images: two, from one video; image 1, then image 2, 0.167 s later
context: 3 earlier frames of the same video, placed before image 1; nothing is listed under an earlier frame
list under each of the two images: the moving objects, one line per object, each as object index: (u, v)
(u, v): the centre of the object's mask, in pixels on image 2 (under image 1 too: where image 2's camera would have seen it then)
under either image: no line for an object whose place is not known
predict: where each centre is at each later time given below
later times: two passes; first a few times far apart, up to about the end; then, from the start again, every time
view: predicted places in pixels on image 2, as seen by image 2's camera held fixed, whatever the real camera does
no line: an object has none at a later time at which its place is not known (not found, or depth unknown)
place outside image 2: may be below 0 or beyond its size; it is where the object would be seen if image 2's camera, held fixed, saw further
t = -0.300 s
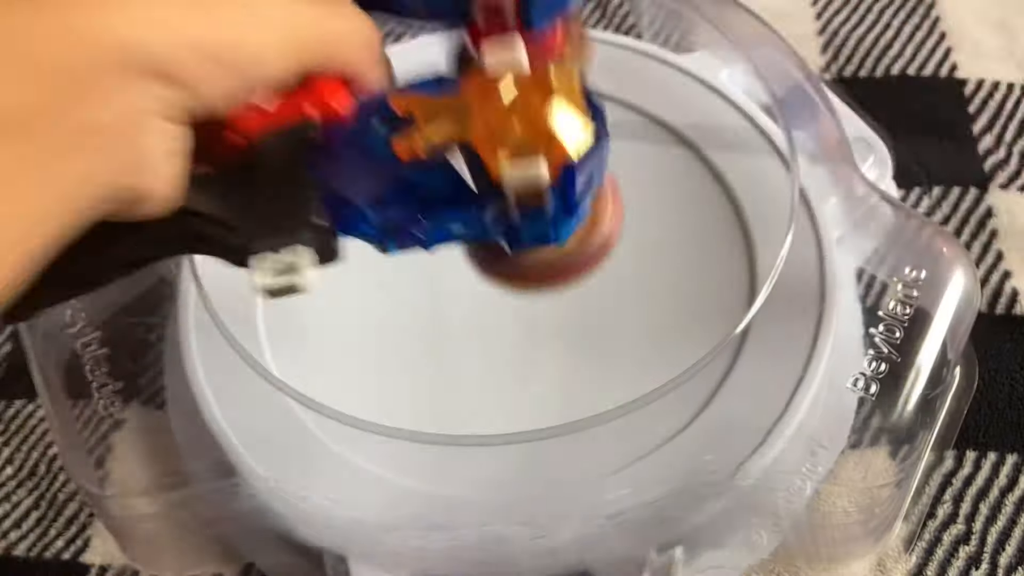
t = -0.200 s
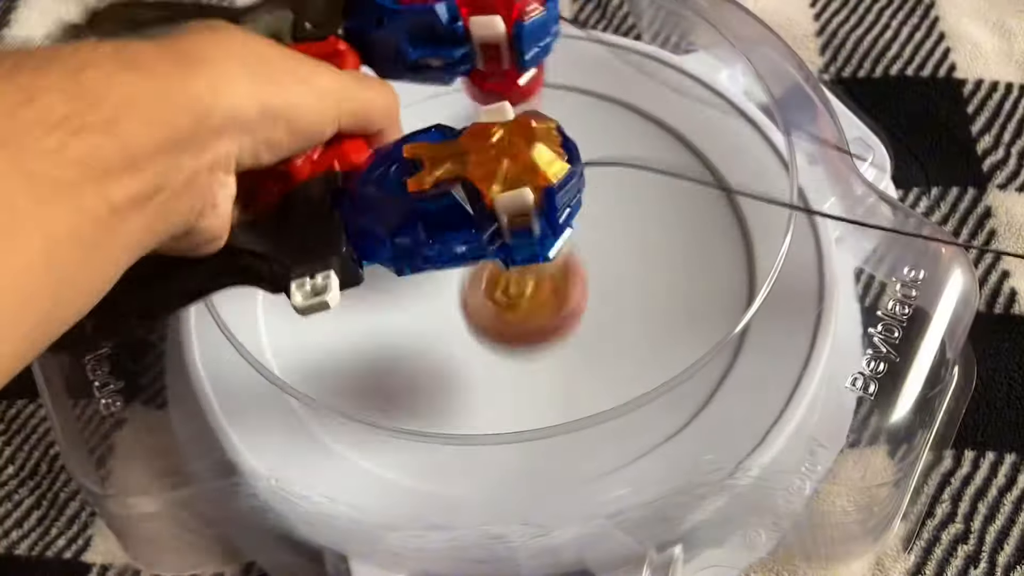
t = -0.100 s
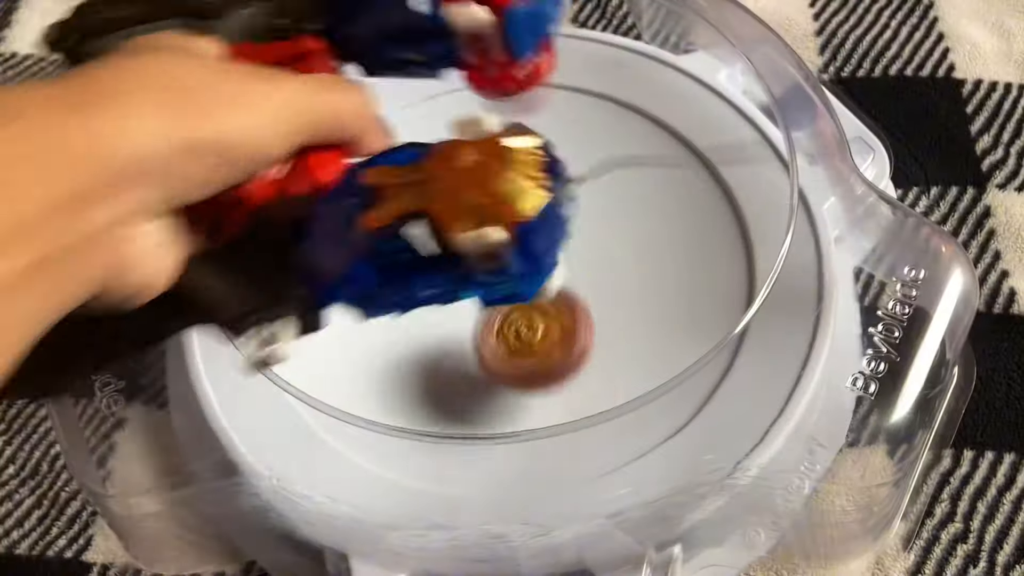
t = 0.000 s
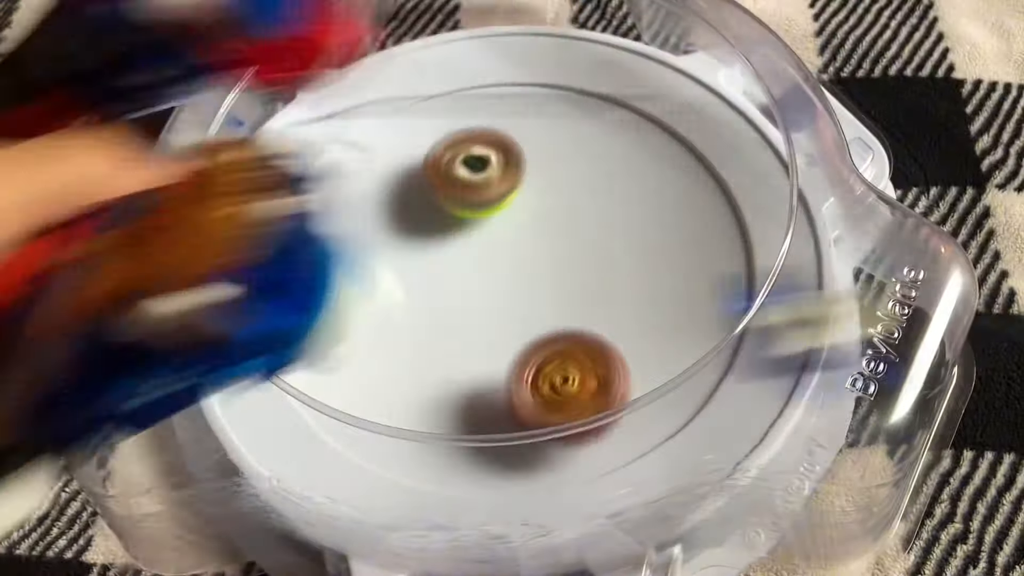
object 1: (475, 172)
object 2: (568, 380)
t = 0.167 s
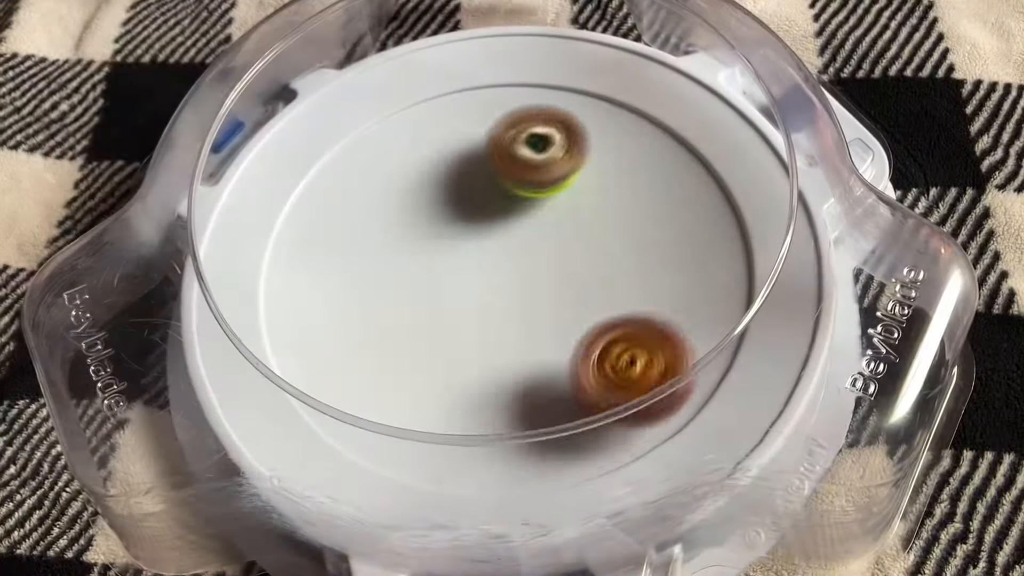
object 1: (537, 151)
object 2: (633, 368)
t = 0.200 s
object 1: (556, 153)
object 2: (640, 349)
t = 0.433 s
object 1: (599, 145)
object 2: (656, 254)
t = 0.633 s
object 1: (587, 206)
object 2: (525, 308)
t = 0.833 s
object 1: (526, 310)
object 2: (462, 396)
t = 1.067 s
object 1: (391, 270)
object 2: (547, 389)
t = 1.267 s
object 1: (402, 150)
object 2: (602, 270)
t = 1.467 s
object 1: (505, 58)
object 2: (472, 224)
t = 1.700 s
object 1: (601, 128)
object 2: (358, 363)
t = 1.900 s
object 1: (572, 302)
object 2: (504, 454)
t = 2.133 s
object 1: (309, 371)
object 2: (709, 218)
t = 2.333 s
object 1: (305, 200)
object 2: (525, 56)
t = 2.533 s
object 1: (362, 211)
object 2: (345, 78)
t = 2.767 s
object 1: (494, 297)
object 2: (306, 271)
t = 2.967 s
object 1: (621, 305)
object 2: (465, 470)
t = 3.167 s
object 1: (688, 299)
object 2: (662, 416)
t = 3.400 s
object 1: (600, 36)
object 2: (582, 415)
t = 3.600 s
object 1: (532, 34)
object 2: (518, 277)
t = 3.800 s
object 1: (561, 106)
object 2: (439, 247)
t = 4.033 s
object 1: (556, 244)
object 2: (413, 364)
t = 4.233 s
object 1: (488, 298)
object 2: (610, 361)
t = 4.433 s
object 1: (442, 291)
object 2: (644, 171)
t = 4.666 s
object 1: (433, 268)
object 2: (388, 112)
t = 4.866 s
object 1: (457, 260)
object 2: (278, 306)
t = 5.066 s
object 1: (486, 270)
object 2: (535, 444)
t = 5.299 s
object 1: (503, 285)
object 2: (738, 218)
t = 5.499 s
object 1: (506, 292)
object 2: (550, 69)
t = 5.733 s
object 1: (515, 291)
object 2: (284, 191)
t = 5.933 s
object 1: (524, 286)
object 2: (372, 432)
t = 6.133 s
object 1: (528, 278)
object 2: (719, 347)
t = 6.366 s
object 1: (528, 269)
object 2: (549, 66)
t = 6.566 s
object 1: (523, 263)
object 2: (269, 234)
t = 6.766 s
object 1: (514, 258)
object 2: (488, 465)
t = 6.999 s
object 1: (503, 256)
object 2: (721, 164)
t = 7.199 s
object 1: (495, 253)
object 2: (417, 83)
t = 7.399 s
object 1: (491, 256)
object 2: (281, 339)
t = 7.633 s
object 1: (487, 263)
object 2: (690, 381)
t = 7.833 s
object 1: (484, 268)
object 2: (659, 101)
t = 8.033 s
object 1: (486, 274)
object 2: (371, 103)
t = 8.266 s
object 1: (495, 278)
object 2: (297, 359)
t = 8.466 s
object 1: (501, 279)
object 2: (510, 457)
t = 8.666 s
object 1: (509, 278)
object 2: (711, 340)
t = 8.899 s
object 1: (516, 274)
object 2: (659, 147)
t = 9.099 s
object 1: (520, 269)
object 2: (467, 115)
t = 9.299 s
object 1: (521, 266)
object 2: (314, 223)
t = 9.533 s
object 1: (519, 264)
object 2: (379, 409)
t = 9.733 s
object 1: (511, 263)
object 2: (609, 389)
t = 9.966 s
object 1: (500, 262)
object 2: (667, 197)
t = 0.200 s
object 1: (556, 153)
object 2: (640, 349)
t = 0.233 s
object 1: (575, 158)
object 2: (653, 333)
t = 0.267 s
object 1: (592, 165)
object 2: (662, 311)
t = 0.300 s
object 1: (608, 174)
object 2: (667, 286)
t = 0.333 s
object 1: (619, 177)
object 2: (667, 265)
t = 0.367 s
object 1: (613, 160)
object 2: (672, 265)
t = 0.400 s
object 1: (606, 150)
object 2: (668, 261)
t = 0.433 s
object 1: (599, 145)
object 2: (656, 254)
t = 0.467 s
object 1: (595, 145)
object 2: (637, 250)
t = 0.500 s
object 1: (593, 149)
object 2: (615, 252)
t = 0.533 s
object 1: (591, 160)
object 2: (590, 260)
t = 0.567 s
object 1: (591, 172)
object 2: (565, 272)
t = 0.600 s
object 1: (589, 188)
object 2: (545, 289)
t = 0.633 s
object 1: (587, 206)
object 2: (525, 308)
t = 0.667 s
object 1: (582, 228)
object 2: (507, 327)
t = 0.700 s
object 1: (577, 246)
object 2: (490, 345)
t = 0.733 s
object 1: (569, 266)
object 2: (478, 364)
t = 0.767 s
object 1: (557, 284)
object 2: (468, 379)
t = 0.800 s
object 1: (542, 300)
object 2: (463, 388)
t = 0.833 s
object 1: (526, 310)
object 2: (462, 396)
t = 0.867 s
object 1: (509, 316)
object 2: (465, 401)
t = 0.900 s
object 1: (488, 318)
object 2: (470, 415)
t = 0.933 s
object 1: (467, 318)
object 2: (480, 417)
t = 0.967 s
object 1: (444, 312)
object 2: (493, 415)
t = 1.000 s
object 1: (425, 300)
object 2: (509, 410)
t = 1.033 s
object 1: (406, 287)
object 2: (527, 395)
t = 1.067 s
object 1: (391, 270)
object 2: (547, 389)
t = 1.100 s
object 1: (380, 250)
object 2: (571, 380)
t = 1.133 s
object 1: (373, 229)
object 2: (595, 367)
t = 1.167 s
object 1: (373, 208)
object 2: (613, 348)
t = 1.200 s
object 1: (378, 187)
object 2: (619, 323)
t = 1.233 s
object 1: (388, 169)
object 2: (615, 297)
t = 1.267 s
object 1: (402, 150)
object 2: (602, 270)
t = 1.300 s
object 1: (419, 136)
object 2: (581, 245)
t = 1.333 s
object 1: (443, 125)
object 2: (556, 222)
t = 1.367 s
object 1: (467, 117)
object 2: (529, 202)
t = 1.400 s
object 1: (481, 95)
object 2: (507, 199)
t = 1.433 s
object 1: (491, 73)
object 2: (491, 212)
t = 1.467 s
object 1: (505, 58)
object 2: (472, 224)
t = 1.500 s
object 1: (519, 54)
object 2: (451, 239)
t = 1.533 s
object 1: (532, 52)
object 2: (431, 254)
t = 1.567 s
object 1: (548, 57)
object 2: (409, 273)
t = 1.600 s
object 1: (563, 65)
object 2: (390, 293)
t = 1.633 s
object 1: (579, 84)
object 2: (373, 316)
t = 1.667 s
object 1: (591, 106)
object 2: (363, 339)
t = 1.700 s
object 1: (601, 128)
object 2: (358, 363)
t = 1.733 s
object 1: (608, 156)
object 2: (361, 388)
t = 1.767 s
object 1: (611, 185)
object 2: (373, 410)
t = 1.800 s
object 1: (609, 214)
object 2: (394, 430)
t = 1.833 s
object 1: (603, 244)
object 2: (425, 445)
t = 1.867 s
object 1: (590, 275)
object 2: (462, 454)
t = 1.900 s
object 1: (572, 302)
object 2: (504, 454)
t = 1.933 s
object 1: (547, 330)
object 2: (552, 443)
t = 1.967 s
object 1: (515, 351)
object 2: (600, 420)
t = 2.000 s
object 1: (478, 371)
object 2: (642, 388)
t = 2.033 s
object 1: (436, 382)
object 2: (676, 350)
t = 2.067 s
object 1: (395, 382)
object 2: (693, 306)
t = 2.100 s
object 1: (347, 383)
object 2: (708, 261)
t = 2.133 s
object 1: (309, 371)
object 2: (709, 218)
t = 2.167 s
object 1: (283, 347)
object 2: (698, 175)
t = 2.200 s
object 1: (280, 315)
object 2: (679, 134)
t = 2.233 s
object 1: (277, 287)
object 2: (651, 99)
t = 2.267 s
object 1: (284, 254)
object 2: (616, 74)
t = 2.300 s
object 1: (292, 226)
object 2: (572, 59)
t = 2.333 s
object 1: (305, 200)
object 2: (525, 56)
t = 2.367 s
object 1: (321, 178)
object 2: (477, 64)
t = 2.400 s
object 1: (339, 158)
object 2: (427, 77)
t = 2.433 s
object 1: (342, 166)
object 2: (399, 73)
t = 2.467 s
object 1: (343, 179)
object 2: (381, 73)
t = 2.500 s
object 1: (351, 196)
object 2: (363, 73)
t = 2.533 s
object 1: (362, 211)
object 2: (345, 78)
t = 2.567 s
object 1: (378, 225)
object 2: (334, 94)
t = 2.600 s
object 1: (396, 239)
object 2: (323, 114)
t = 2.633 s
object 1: (415, 253)
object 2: (310, 135)
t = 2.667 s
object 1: (436, 266)
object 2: (300, 160)
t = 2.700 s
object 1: (457, 277)
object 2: (294, 194)
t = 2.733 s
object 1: (478, 287)
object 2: (295, 231)
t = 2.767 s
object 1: (494, 297)
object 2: (306, 271)
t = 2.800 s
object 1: (507, 307)
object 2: (330, 311)
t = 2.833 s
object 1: (516, 317)
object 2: (367, 348)
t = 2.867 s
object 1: (520, 329)
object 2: (413, 377)
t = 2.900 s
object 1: (558, 322)
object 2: (425, 417)
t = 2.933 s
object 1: (592, 313)
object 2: (441, 452)
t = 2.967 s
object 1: (621, 305)
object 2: (465, 470)
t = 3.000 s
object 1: (645, 300)
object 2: (496, 485)
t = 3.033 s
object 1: (664, 298)
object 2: (531, 497)
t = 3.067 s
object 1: (678, 299)
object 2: (567, 483)
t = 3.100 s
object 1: (685, 304)
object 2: (602, 458)
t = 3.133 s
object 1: (685, 311)
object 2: (642, 427)
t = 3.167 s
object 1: (688, 299)
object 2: (662, 416)
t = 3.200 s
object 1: (684, 239)
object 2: (657, 425)
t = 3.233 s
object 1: (678, 187)
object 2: (651, 448)
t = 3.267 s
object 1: (670, 139)
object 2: (639, 463)
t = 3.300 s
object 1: (657, 99)
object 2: (625, 455)
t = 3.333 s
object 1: (636, 71)
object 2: (609, 444)
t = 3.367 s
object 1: (620, 50)
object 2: (596, 434)
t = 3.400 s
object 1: (600, 36)
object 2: (582, 415)
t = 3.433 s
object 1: (579, 32)
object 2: (565, 384)
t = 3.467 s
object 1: (563, 30)
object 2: (555, 369)
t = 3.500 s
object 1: (550, 29)
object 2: (545, 343)
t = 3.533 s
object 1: (541, 29)
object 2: (535, 317)
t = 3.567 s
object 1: (535, 31)
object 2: (527, 294)
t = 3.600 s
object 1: (532, 34)
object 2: (518, 277)
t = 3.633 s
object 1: (533, 38)
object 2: (509, 263)
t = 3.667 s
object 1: (538, 45)
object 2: (498, 253)
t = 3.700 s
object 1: (542, 54)
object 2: (483, 246)
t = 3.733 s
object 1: (549, 71)
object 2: (469, 243)
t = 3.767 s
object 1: (555, 89)
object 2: (454, 244)
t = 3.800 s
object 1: (561, 106)
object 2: (439, 247)
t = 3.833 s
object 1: (565, 126)
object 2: (424, 256)
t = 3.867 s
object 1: (570, 146)
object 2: (410, 268)
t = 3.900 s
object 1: (571, 167)
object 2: (399, 284)
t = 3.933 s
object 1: (571, 187)
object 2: (393, 302)
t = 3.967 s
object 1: (569, 208)
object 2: (391, 322)
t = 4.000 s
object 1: (564, 227)
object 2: (397, 344)
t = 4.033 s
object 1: (556, 244)
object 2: (413, 364)
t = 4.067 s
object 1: (547, 259)
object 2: (433, 381)
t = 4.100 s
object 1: (536, 271)
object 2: (463, 391)
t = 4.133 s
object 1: (525, 281)
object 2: (499, 394)
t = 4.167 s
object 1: (513, 289)
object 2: (536, 391)
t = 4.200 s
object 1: (500, 294)
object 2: (575, 379)
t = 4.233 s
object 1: (488, 298)
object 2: (610, 361)
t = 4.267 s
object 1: (479, 299)
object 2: (640, 336)
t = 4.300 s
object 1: (469, 299)
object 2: (660, 305)
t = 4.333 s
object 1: (463, 297)
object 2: (671, 269)
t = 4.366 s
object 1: (454, 296)
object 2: (670, 232)
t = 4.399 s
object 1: (447, 293)
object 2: (663, 201)
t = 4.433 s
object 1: (442, 291)
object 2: (644, 171)
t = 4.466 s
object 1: (436, 289)
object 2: (620, 145)
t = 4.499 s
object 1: (432, 287)
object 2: (591, 125)
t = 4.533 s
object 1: (430, 283)
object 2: (553, 110)
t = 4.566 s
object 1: (429, 280)
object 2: (516, 102)
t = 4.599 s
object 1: (430, 275)
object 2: (472, 99)
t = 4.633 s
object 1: (431, 272)
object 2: (428, 102)
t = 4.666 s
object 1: (433, 268)
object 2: (388, 112)
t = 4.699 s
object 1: (436, 265)
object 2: (350, 128)
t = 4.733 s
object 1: (439, 263)
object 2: (315, 151)
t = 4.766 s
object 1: (443, 261)
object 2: (292, 181)
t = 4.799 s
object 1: (447, 260)
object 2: (276, 222)
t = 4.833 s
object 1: (452, 260)
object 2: (267, 266)
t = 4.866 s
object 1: (457, 260)
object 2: (278, 306)
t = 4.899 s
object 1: (462, 260)
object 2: (294, 349)
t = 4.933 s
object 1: (467, 262)
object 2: (323, 389)
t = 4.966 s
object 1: (472, 263)
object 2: (365, 419)
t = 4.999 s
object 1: (478, 266)
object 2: (419, 438)
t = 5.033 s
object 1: (482, 268)
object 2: (478, 446)
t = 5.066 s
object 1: (486, 270)
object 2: (535, 444)
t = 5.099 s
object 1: (490, 273)
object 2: (590, 431)
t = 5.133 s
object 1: (493, 275)
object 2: (639, 408)
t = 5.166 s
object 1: (496, 277)
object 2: (679, 378)
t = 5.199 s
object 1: (498, 279)
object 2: (710, 343)
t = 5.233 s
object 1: (500, 281)
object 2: (732, 303)
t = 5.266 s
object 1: (501, 283)
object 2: (742, 260)
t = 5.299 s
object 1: (503, 285)
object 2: (738, 218)
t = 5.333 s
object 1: (504, 287)
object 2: (729, 179)
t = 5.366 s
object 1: (505, 289)
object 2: (704, 146)
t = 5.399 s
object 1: (506, 290)
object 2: (673, 114)
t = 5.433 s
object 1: (507, 291)
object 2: (637, 92)
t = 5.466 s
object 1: (507, 292)
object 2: (595, 75)
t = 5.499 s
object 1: (506, 292)
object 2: (550, 69)
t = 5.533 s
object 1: (507, 292)
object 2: (505, 69)
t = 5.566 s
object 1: (508, 292)
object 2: (461, 77)
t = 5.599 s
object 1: (509, 292)
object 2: (418, 89)
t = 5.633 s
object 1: (510, 292)
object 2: (377, 109)
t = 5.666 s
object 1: (512, 292)
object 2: (341, 132)
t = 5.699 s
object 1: (513, 292)
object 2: (309, 160)
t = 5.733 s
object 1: (515, 291)
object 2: (284, 191)
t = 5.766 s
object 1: (516, 291)
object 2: (265, 229)
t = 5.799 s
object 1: (518, 290)
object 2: (263, 272)
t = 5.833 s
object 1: (519, 289)
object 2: (270, 316)
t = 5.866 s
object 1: (521, 288)
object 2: (288, 360)
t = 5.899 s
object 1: (522, 287)
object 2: (322, 400)
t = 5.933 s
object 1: (524, 286)
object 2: (372, 432)
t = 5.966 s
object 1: (525, 284)
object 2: (426, 456)
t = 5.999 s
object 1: (526, 282)
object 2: (494, 461)
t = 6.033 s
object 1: (526, 281)
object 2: (563, 454)
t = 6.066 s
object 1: (528, 280)
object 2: (629, 431)
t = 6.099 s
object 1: (527, 279)
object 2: (683, 394)
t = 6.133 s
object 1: (528, 278)
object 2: (719, 347)
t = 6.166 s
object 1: (529, 277)
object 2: (742, 290)
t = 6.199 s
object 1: (529, 276)
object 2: (750, 233)
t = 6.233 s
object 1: (529, 274)
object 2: (731, 183)
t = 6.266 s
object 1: (529, 273)
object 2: (703, 137)
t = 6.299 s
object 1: (529, 271)
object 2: (662, 105)
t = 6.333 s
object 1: (529, 271)
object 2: (609, 78)
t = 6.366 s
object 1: (528, 269)
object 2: (549, 66)
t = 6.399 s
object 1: (528, 268)
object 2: (487, 65)
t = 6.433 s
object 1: (527, 267)
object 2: (426, 79)
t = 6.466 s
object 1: (526, 267)
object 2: (374, 103)
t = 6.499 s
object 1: (526, 265)
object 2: (326, 138)
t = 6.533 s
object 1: (525, 264)
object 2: (291, 182)
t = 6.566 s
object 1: (523, 263)
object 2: (269, 234)
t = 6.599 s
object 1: (522, 263)
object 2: (266, 284)
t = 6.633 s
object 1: (521, 262)
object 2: (277, 340)
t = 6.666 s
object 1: (519, 260)
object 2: (308, 385)
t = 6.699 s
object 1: (518, 260)
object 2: (356, 423)
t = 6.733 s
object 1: (515, 260)
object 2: (416, 453)
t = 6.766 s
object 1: (514, 258)
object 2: (488, 465)
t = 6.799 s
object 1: (512, 257)
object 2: (565, 453)
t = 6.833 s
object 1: (511, 258)
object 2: (631, 426)
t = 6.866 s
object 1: (508, 257)
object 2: (688, 384)
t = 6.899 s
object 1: (507, 257)
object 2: (726, 330)
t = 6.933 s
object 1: (506, 256)
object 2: (743, 273)
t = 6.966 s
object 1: (504, 256)
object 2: (739, 218)
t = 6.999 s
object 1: (503, 256)
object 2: (721, 164)
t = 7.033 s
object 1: (500, 255)
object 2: (690, 125)
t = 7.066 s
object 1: (500, 255)
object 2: (640, 91)
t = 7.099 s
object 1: (499, 254)
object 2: (588, 73)
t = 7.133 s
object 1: (498, 254)
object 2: (531, 63)
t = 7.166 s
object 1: (497, 253)
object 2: (473, 68)
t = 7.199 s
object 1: (495, 253)
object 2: (417, 83)
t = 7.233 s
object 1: (495, 253)
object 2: (366, 107)
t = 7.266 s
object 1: (493, 252)
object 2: (322, 142)
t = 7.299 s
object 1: (493, 254)
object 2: (290, 182)
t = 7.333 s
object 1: (492, 254)
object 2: (265, 237)
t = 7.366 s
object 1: (491, 255)
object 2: (266, 288)
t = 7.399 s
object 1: (491, 256)
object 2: (281, 339)
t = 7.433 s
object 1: (489, 257)
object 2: (307, 389)
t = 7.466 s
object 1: (489, 257)
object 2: (358, 426)
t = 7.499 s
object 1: (488, 259)
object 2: (417, 454)
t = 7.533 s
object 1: (488, 260)
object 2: (496, 463)
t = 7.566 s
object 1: (488, 261)
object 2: (568, 453)
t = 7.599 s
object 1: (486, 262)
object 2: (638, 423)
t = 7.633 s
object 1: (487, 263)
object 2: (690, 381)
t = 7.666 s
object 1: (485, 265)
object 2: (726, 330)
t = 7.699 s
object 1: (485, 265)
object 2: (742, 276)
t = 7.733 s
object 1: (485, 266)
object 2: (738, 222)
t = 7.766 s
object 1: (484, 267)
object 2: (729, 171)
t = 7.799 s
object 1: (484, 268)
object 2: (701, 134)
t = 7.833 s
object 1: (484, 268)
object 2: (659, 101)
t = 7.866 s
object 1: (484, 269)
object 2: (613, 80)
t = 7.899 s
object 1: (485, 270)
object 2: (564, 68)
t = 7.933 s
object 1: (485, 271)
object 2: (513, 64)
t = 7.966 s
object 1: (485, 272)
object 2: (463, 69)
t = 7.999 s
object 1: (486, 273)
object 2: (412, 85)
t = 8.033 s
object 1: (486, 274)
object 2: (371, 103)
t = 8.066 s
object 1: (488, 274)
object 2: (332, 131)
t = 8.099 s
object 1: (489, 275)
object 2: (300, 162)
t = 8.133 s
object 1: (490, 275)
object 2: (281, 205)
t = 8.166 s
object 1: (491, 276)
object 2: (267, 249)
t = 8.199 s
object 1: (492, 277)
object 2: (270, 288)
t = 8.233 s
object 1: (493, 278)
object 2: (278, 326)
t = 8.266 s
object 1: (495, 278)
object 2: (297, 359)
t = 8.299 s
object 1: (496, 278)
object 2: (320, 389)
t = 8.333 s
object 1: (497, 278)
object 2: (348, 415)
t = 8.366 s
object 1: (498, 278)
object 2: (384, 436)
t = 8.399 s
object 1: (499, 278)
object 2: (420, 451)
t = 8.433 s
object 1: (501, 278)
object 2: (461, 456)
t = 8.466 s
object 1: (501, 279)
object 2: (510, 457)
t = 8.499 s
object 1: (502, 278)
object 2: (552, 452)
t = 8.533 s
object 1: (504, 278)
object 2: (592, 439)
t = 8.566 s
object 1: (505, 278)
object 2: (633, 420)
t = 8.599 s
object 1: (507, 279)
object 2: (667, 396)
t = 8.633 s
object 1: (508, 279)
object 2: (692, 371)
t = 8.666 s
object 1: (509, 278)
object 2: (711, 340)
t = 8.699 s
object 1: (511, 279)
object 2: (725, 307)
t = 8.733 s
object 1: (512, 278)
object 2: (730, 276)
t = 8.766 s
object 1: (513, 277)
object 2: (725, 245)
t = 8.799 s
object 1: (513, 276)
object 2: (718, 216)
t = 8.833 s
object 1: (514, 275)
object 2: (704, 189)
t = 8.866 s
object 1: (515, 275)
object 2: (684, 166)
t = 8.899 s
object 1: (516, 274)
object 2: (659, 147)
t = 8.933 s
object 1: (517, 272)
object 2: (629, 129)
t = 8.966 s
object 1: (517, 271)
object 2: (599, 118)
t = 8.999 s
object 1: (518, 271)
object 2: (568, 112)
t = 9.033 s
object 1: (519, 270)
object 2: (534, 110)
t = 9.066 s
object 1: (519, 269)
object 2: (499, 110)
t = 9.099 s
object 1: (520, 269)
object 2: (467, 115)
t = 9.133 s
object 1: (521, 268)
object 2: (435, 125)
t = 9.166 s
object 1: (521, 268)
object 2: (403, 139)
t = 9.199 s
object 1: (521, 267)
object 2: (376, 154)
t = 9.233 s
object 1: (522, 267)
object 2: (351, 174)
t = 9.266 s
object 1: (521, 266)
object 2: (329, 198)
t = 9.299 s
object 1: (521, 266)
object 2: (314, 223)
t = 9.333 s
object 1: (521, 266)
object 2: (304, 250)
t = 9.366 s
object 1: (521, 265)
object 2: (298, 281)
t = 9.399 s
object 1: (520, 265)
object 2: (299, 312)
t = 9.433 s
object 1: (521, 264)
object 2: (313, 337)
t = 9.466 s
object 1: (520, 264)
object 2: (329, 366)
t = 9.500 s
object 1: (519, 264)
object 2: (351, 389)
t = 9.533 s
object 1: (519, 264)
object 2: (379, 409)
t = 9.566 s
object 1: (518, 264)
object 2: (418, 422)
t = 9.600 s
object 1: (517, 263)
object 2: (456, 430)
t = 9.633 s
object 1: (515, 263)
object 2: (496, 431)
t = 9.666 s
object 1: (514, 263)
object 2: (537, 424)
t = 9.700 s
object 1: (513, 263)
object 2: (574, 410)
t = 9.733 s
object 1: (511, 263)
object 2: (609, 389)
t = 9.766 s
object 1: (509, 263)
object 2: (636, 366)
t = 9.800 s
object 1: (508, 263)
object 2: (654, 337)
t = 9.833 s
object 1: (506, 262)
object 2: (671, 312)
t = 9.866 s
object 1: (504, 262)
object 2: (678, 282)
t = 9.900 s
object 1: (504, 262)
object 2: (680, 251)
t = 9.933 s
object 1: (502, 261)
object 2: (676, 222)
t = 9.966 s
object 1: (500, 262)
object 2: (667, 197)
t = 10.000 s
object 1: (499, 262)
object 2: (653, 175)
